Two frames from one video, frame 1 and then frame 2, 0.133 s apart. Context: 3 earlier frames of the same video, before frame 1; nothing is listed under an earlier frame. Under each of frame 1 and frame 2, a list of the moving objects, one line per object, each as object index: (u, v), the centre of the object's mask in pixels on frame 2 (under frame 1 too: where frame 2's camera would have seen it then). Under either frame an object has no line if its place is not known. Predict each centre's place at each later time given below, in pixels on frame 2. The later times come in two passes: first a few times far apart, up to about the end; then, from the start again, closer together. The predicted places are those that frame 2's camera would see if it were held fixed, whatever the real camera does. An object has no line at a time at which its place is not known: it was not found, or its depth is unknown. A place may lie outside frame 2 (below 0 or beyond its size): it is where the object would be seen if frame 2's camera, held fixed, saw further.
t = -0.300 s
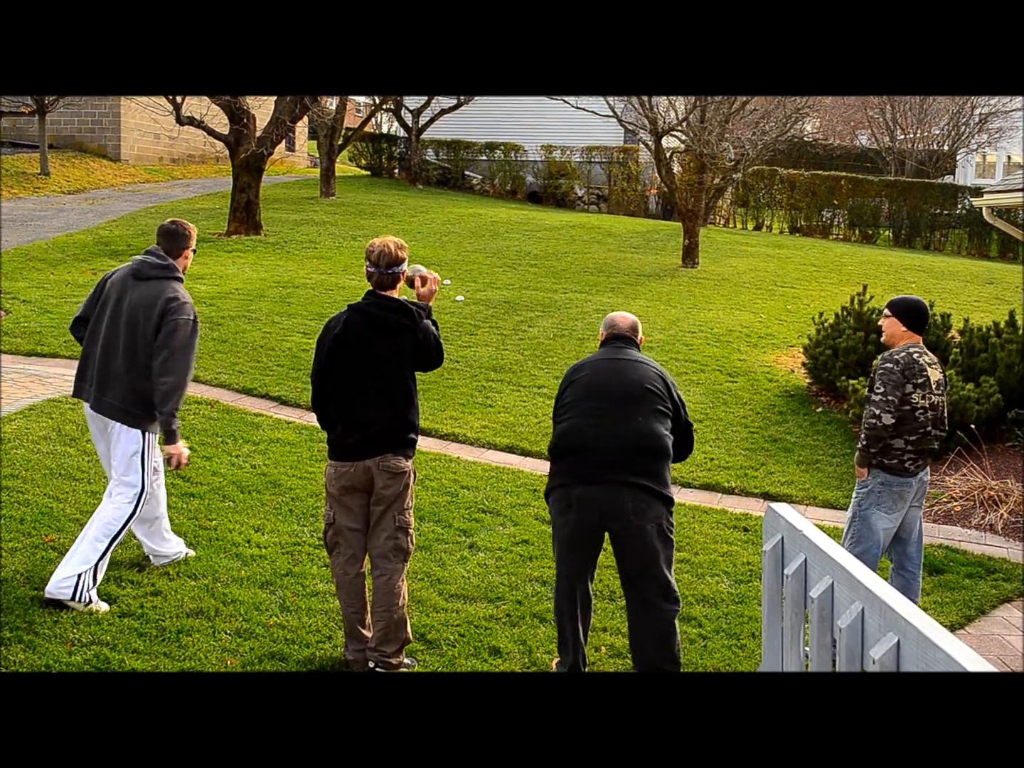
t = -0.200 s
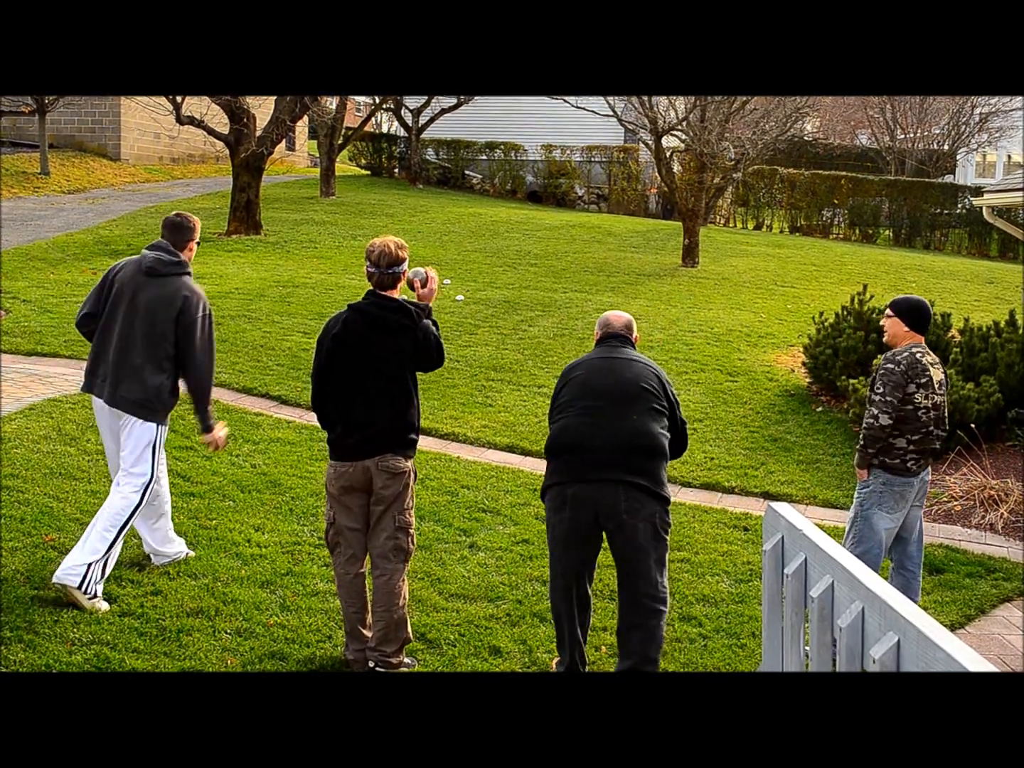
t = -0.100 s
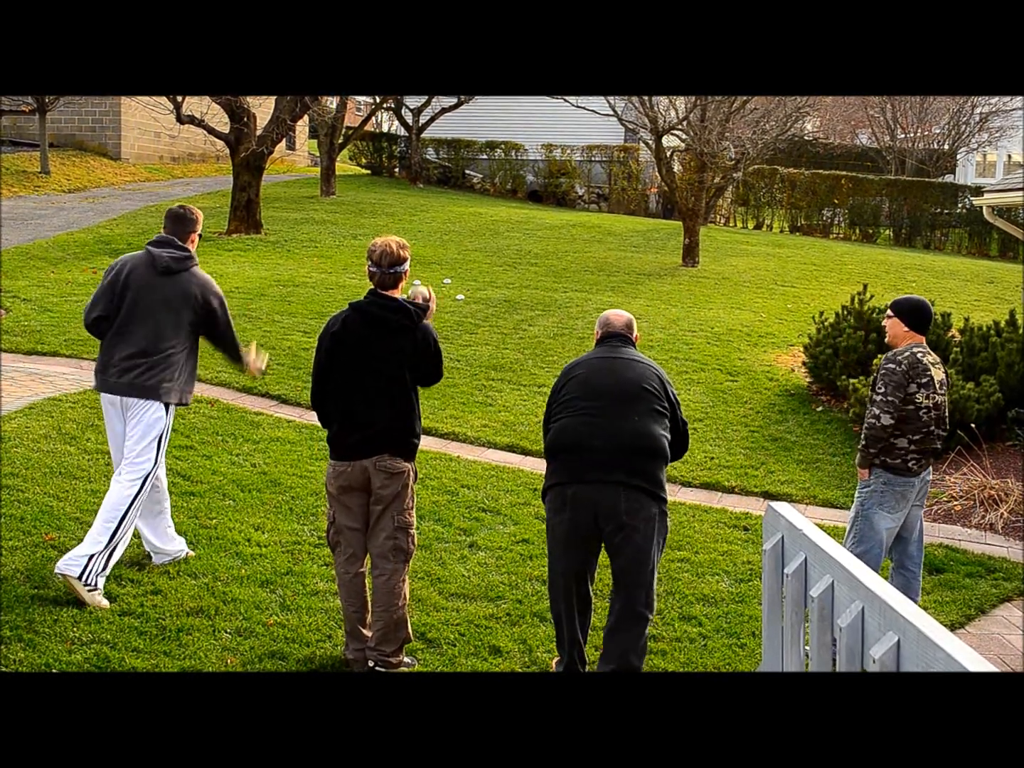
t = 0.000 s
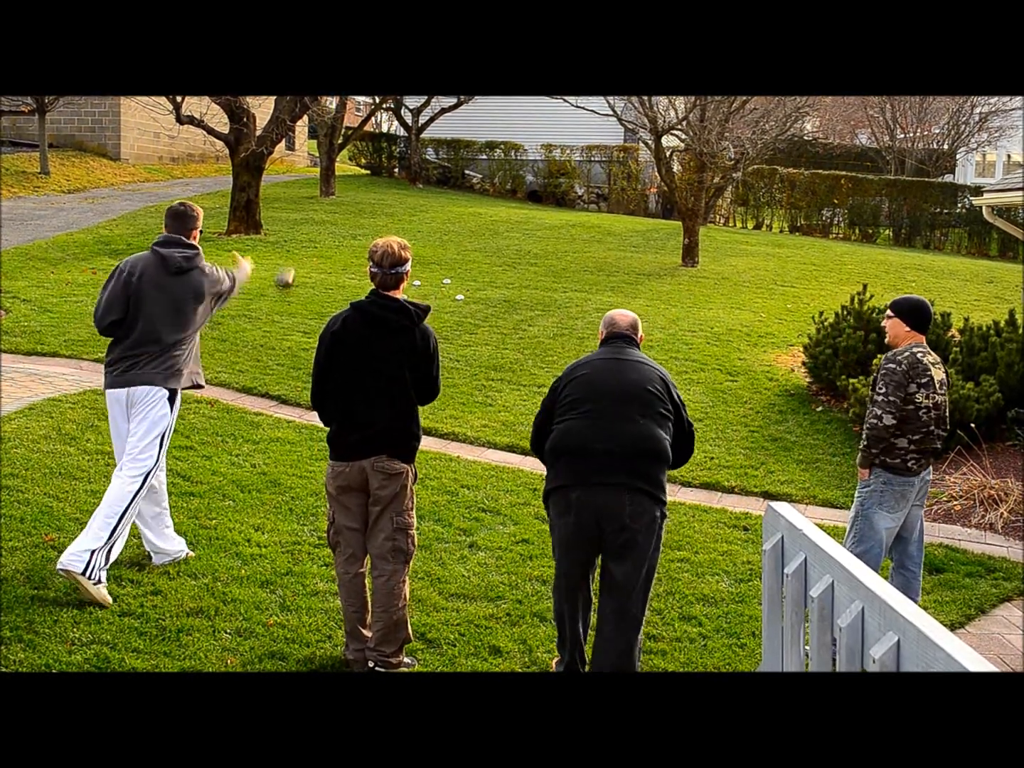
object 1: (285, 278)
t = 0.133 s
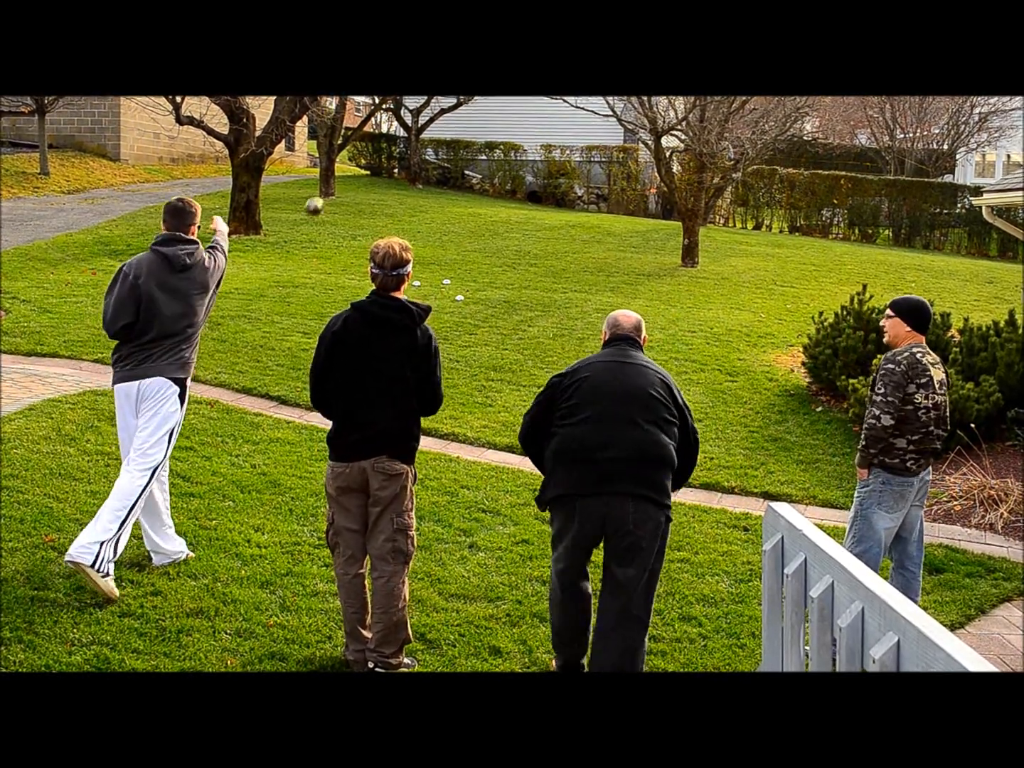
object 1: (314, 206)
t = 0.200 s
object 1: (327, 187)
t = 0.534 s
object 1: (373, 181)
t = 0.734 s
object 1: (394, 232)
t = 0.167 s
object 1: (321, 194)
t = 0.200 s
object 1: (327, 187)
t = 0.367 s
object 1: (353, 165)
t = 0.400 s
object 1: (358, 166)
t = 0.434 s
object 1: (362, 168)
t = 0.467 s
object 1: (366, 171)
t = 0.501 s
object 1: (370, 175)
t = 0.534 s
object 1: (373, 181)
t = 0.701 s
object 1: (390, 224)
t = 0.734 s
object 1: (394, 232)
